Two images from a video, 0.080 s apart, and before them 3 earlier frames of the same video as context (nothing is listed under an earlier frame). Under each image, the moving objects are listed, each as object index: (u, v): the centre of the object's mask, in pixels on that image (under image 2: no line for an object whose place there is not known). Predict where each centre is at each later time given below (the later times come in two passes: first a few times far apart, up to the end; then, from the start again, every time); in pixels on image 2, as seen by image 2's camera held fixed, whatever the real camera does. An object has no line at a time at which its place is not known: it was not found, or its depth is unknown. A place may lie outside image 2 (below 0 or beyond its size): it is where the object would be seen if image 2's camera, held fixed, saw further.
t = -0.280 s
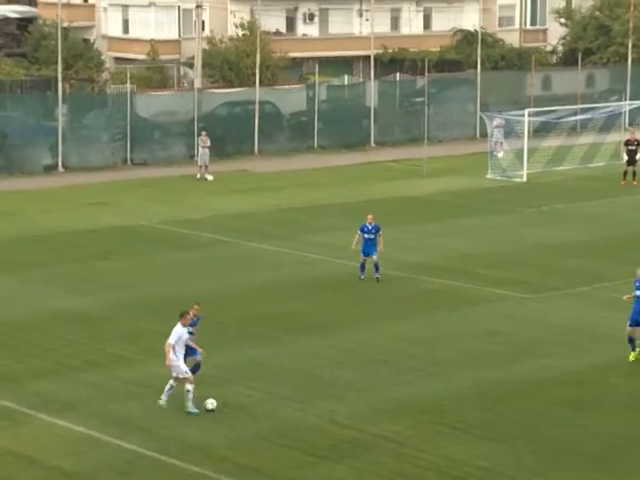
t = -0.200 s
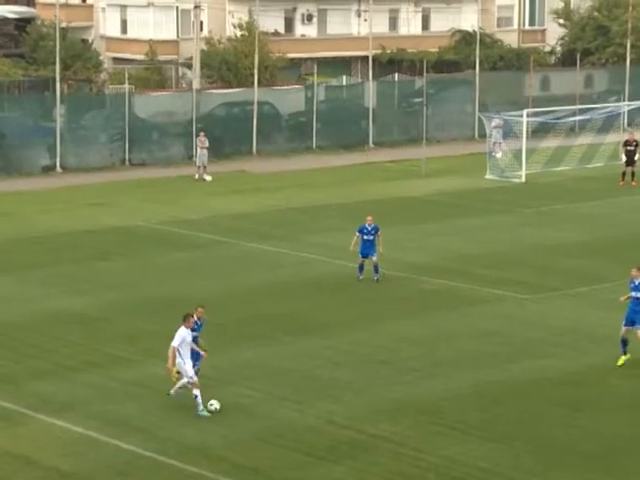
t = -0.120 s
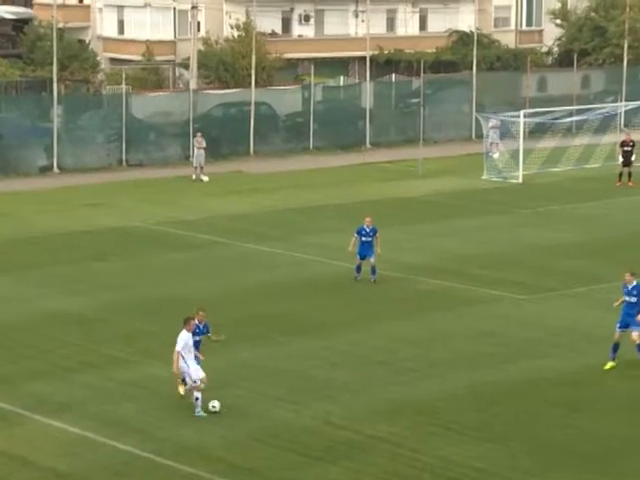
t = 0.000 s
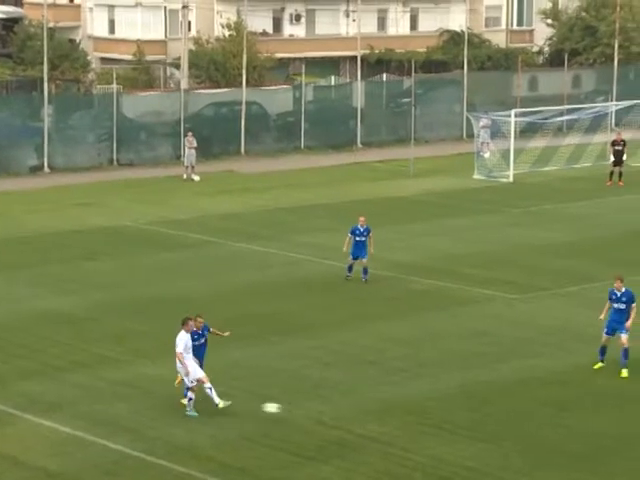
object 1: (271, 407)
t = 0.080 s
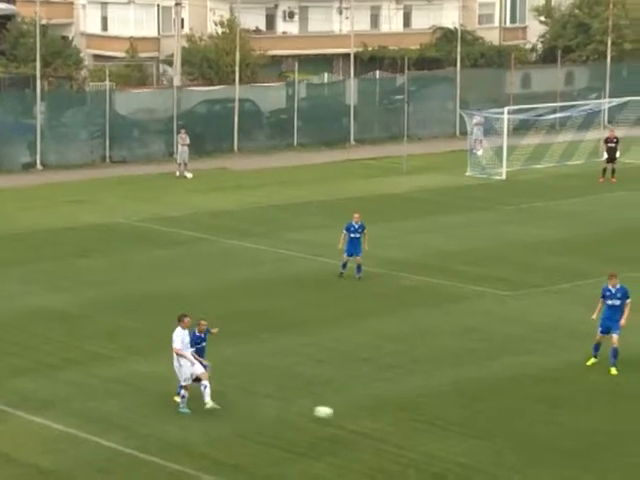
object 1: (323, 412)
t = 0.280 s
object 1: (477, 445)
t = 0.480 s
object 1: (623, 466)
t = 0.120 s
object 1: (353, 416)
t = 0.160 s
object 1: (383, 422)
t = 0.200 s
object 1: (414, 429)
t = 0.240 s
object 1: (445, 436)
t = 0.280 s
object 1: (477, 445)
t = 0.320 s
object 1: (509, 452)
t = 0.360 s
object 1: (536, 454)
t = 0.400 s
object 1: (564, 456)
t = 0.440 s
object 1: (593, 460)
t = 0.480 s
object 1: (623, 466)
